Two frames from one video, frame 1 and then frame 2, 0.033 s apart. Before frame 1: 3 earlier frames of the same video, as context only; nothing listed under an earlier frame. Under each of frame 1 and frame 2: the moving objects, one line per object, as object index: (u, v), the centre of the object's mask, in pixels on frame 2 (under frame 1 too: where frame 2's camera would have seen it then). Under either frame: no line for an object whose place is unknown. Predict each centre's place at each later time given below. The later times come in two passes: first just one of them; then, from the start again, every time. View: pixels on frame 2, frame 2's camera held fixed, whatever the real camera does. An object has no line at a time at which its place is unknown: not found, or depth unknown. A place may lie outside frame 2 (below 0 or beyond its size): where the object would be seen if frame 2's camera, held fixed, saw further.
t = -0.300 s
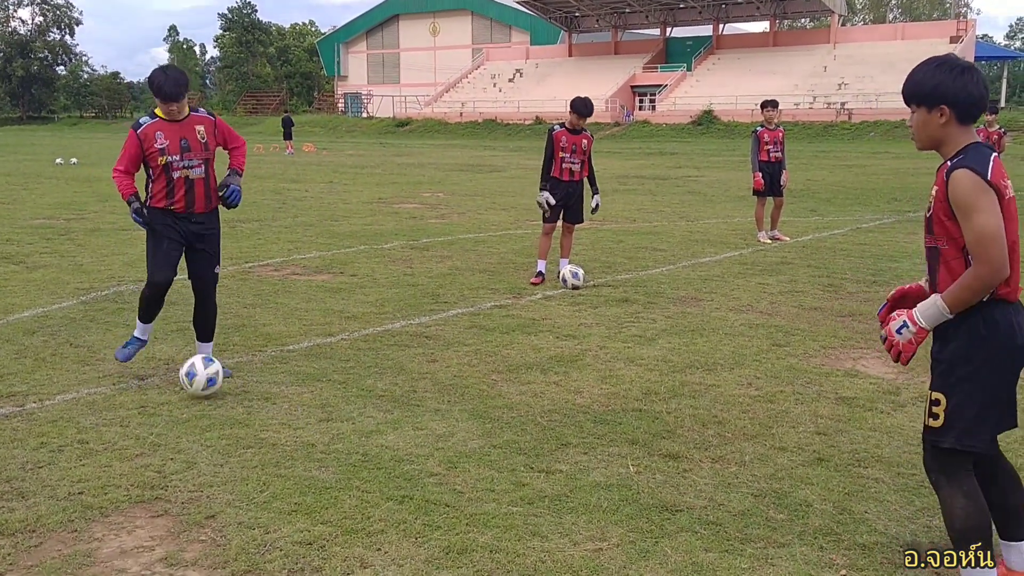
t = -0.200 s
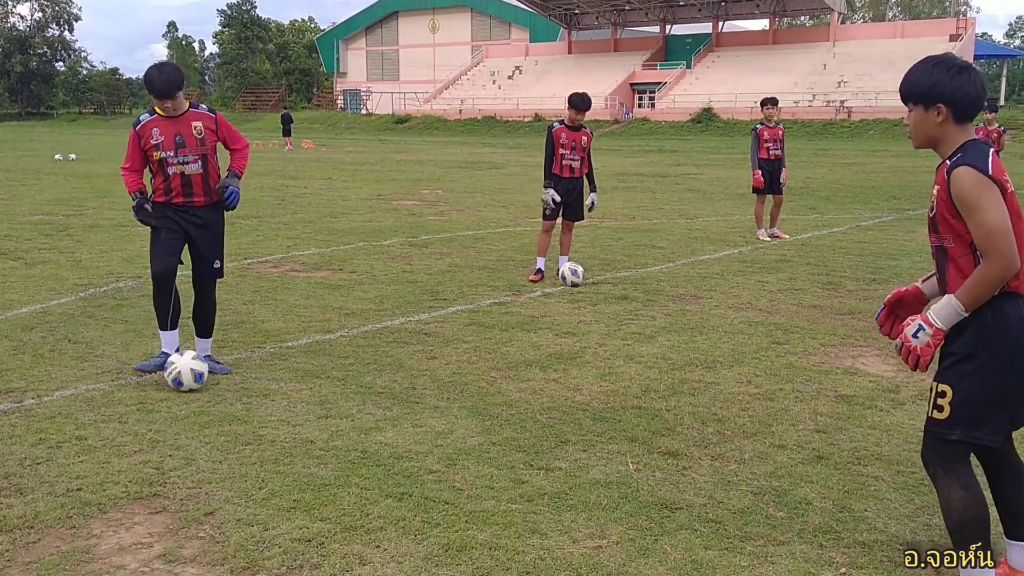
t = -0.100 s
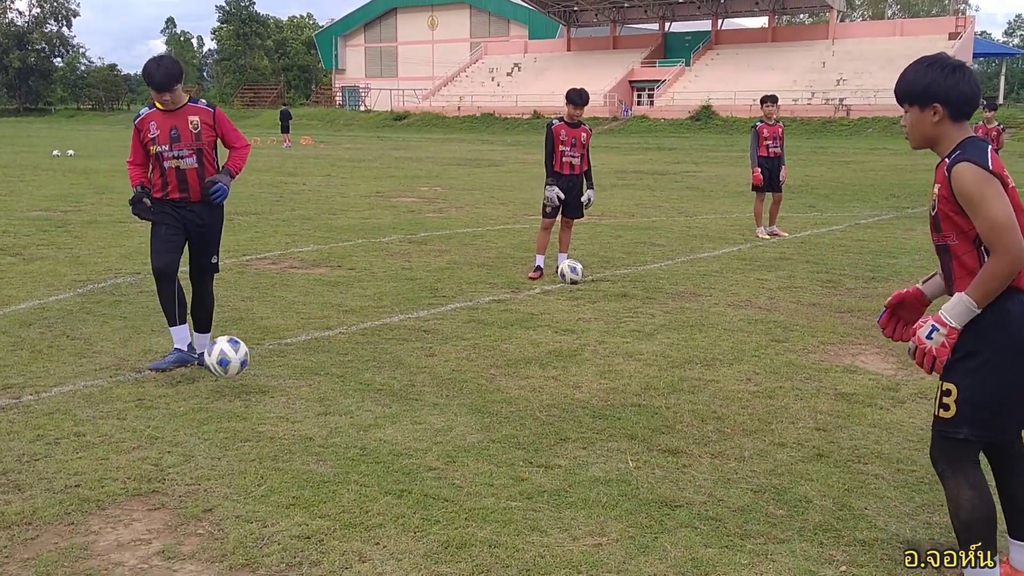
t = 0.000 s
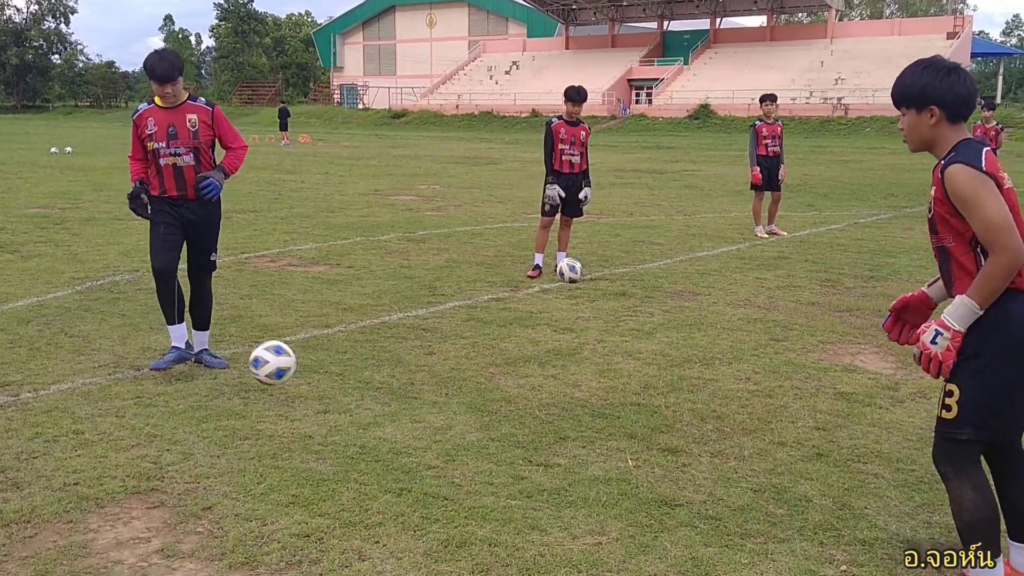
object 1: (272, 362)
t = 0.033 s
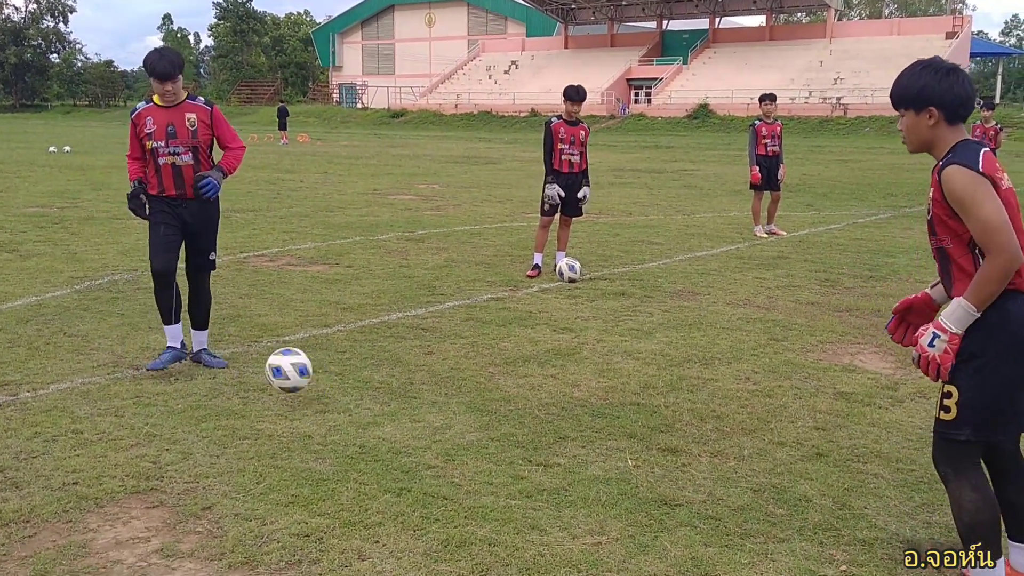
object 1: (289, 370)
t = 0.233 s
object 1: (384, 390)
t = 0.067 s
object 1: (306, 380)
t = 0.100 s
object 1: (324, 393)
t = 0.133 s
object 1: (339, 396)
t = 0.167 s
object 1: (353, 391)
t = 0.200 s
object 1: (368, 390)
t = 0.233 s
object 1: (384, 390)
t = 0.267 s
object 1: (400, 393)
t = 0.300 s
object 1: (417, 399)
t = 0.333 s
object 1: (433, 409)
